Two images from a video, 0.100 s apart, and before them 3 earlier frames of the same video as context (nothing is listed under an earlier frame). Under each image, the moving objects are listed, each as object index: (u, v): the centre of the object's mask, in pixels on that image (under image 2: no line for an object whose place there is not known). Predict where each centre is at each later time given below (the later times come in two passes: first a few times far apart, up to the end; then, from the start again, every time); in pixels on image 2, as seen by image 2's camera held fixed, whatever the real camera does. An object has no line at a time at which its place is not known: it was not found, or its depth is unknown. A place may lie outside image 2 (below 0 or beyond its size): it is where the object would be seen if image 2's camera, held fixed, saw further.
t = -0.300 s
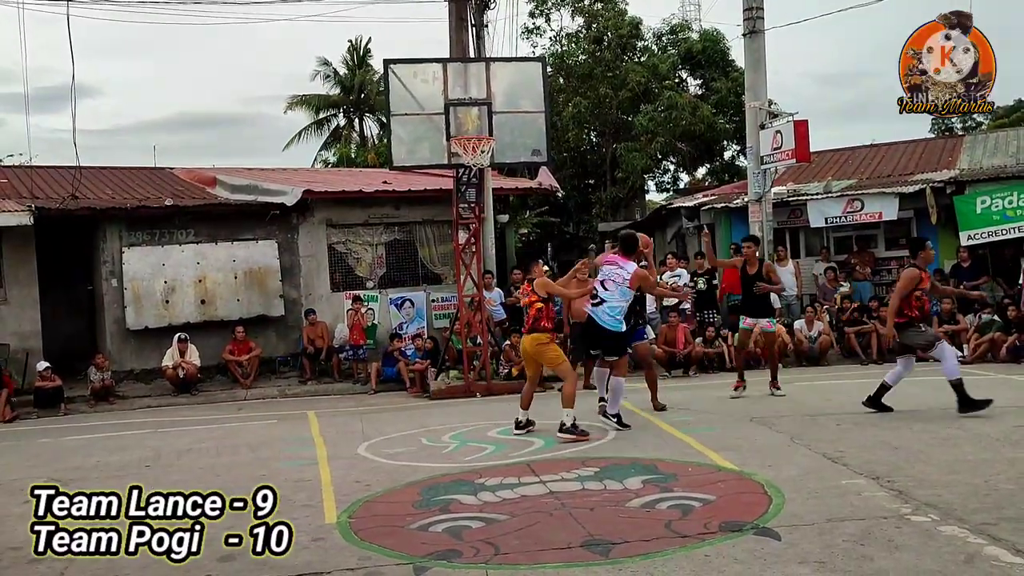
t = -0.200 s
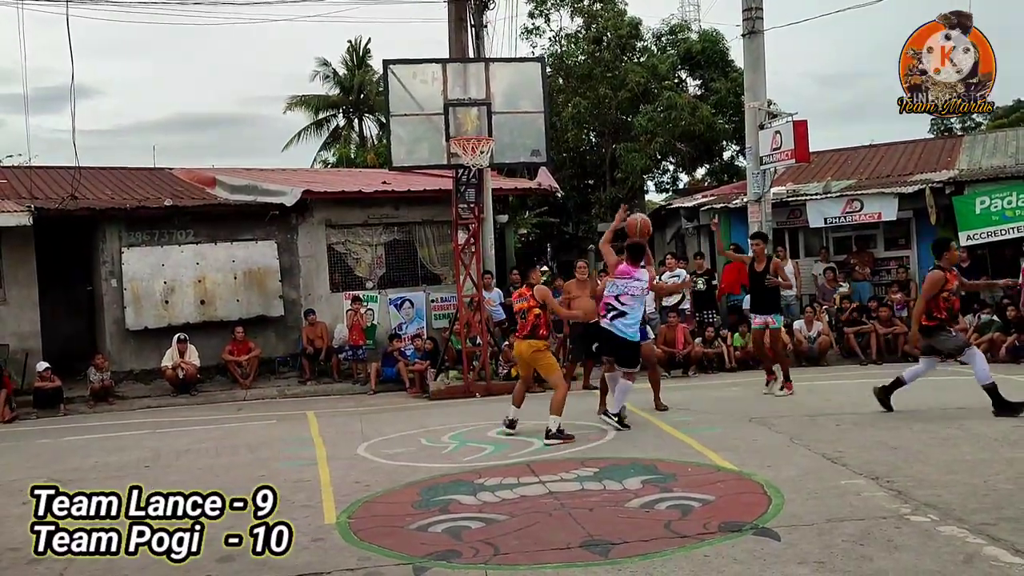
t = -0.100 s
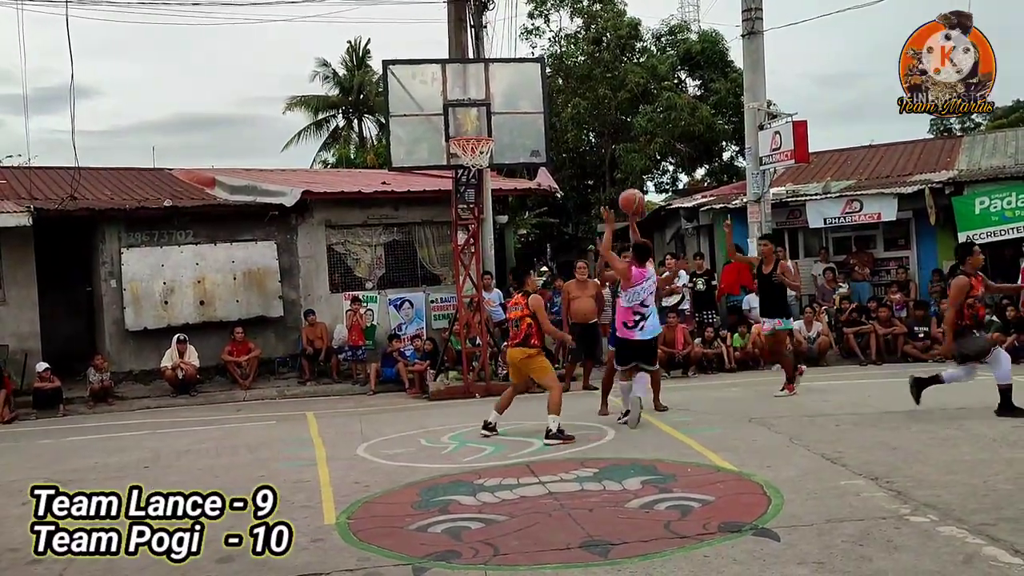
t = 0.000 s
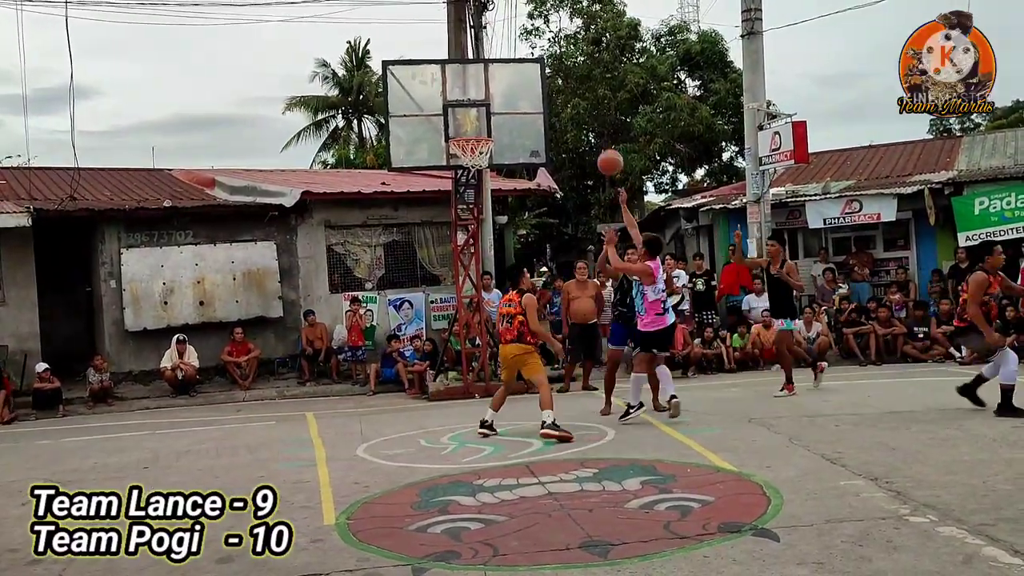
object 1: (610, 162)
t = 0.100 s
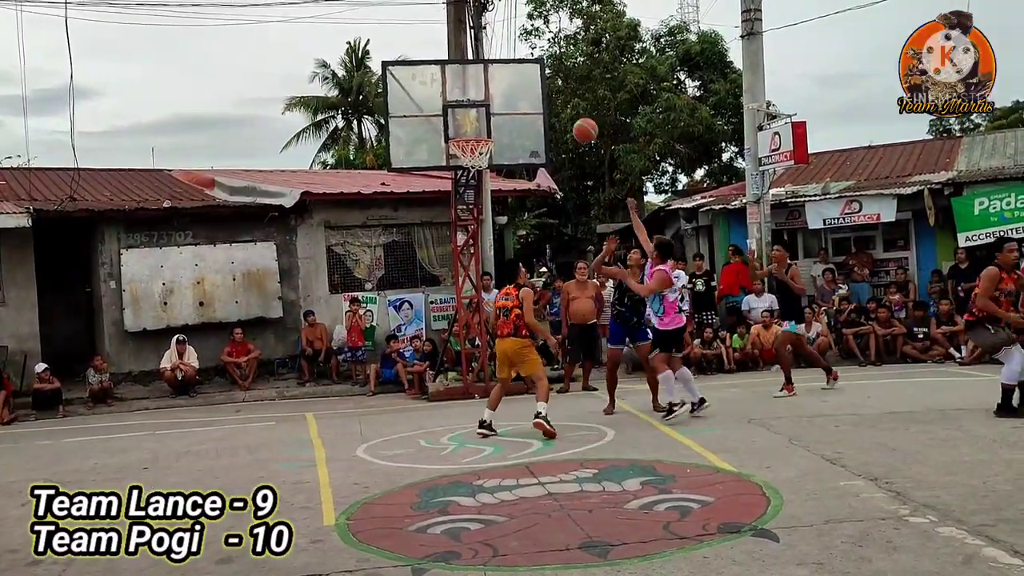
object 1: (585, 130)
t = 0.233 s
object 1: (556, 105)
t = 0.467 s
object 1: (508, 102)
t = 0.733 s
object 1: (478, 123)
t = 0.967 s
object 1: (477, 144)
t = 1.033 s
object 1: (477, 160)
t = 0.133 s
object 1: (577, 123)
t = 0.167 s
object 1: (570, 116)
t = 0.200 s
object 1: (562, 109)
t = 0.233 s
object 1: (556, 105)
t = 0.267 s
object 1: (549, 102)
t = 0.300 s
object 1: (541, 99)
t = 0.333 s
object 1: (534, 97)
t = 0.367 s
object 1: (527, 97)
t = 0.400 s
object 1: (520, 98)
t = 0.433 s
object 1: (514, 99)
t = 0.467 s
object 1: (508, 102)
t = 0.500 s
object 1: (502, 106)
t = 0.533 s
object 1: (496, 111)
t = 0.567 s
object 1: (490, 116)
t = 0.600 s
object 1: (484, 122)
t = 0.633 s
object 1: (479, 130)
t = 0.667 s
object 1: (479, 126)
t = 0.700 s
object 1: (478, 125)
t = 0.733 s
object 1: (478, 123)
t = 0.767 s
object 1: (478, 124)
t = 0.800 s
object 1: (477, 124)
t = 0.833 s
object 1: (477, 126)
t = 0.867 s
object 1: (476, 129)
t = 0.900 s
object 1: (476, 133)
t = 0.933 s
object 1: (476, 138)
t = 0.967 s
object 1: (477, 144)
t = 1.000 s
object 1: (476, 151)
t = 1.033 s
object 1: (477, 160)
